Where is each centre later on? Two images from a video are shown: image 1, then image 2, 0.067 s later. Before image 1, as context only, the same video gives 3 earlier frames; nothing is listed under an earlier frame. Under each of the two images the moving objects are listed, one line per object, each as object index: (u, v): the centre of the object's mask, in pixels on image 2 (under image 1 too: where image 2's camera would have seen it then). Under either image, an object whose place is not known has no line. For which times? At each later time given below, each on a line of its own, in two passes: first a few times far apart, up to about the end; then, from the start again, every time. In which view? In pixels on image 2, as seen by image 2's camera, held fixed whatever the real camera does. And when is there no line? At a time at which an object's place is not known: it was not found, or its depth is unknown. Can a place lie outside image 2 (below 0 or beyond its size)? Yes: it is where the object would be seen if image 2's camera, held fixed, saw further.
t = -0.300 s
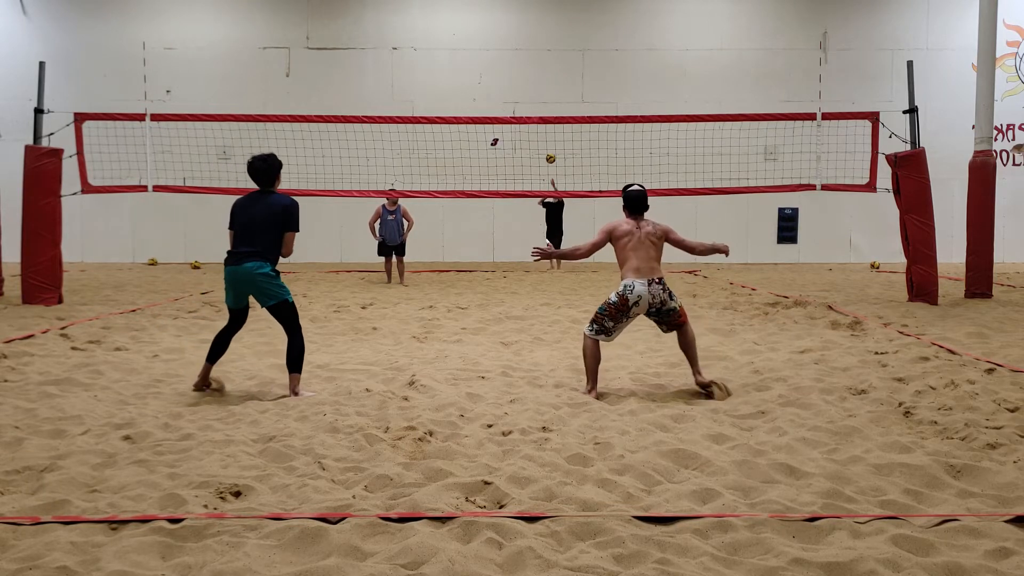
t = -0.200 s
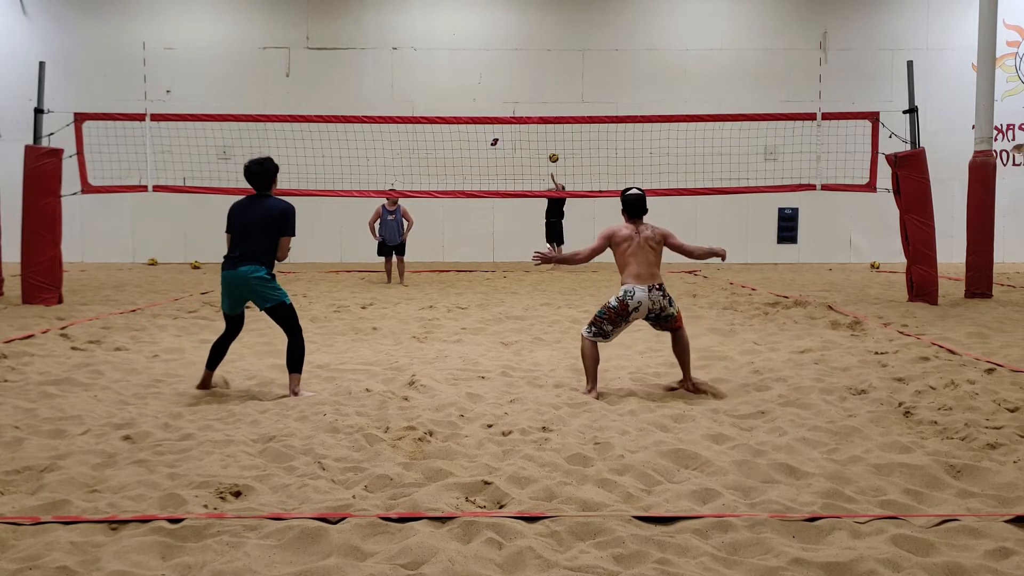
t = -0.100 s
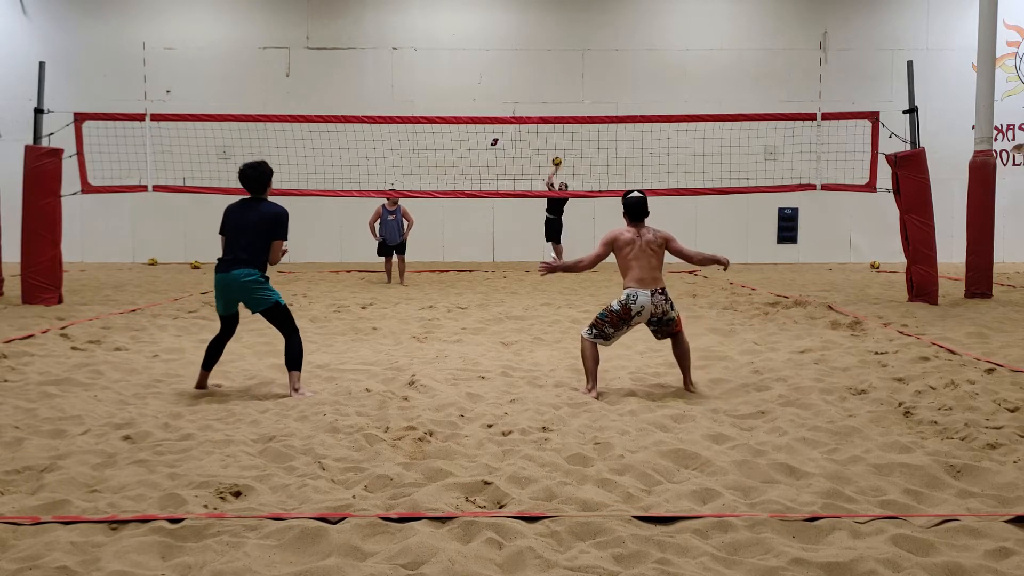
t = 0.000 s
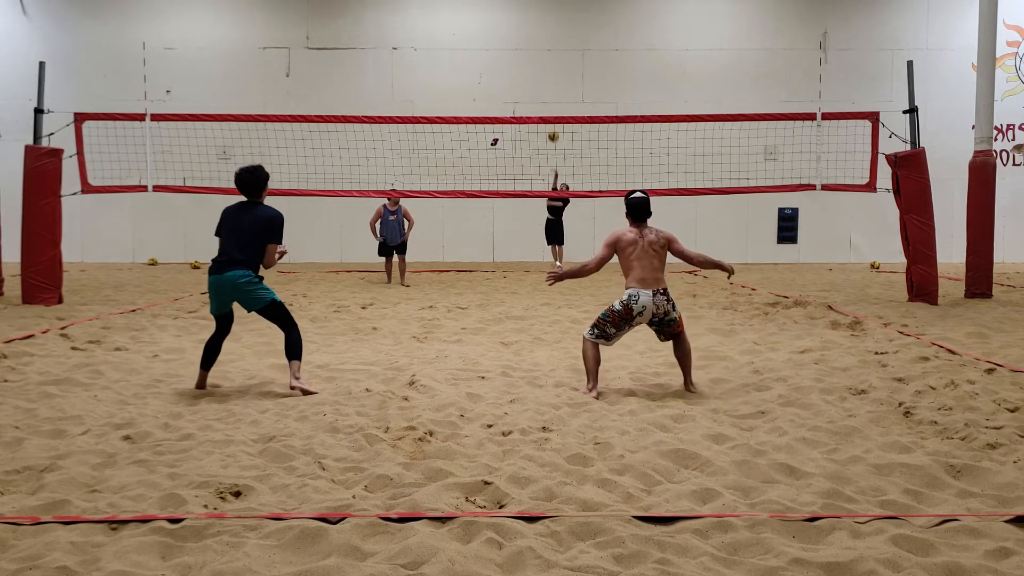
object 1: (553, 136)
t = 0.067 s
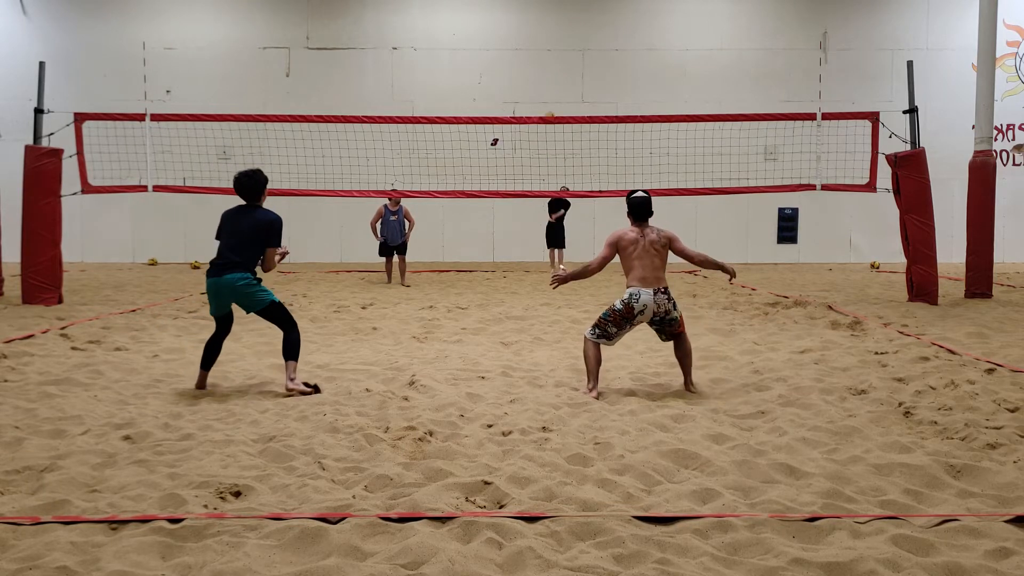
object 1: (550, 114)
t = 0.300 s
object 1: (537, 67)
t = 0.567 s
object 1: (514, 47)
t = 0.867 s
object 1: (477, 98)
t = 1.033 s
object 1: (450, 185)
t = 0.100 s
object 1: (548, 109)
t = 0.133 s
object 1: (547, 101)
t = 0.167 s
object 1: (545, 93)
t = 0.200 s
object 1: (543, 86)
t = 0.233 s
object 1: (541, 79)
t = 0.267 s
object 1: (539, 73)
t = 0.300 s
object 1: (537, 67)
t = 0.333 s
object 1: (535, 62)
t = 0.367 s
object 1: (532, 58)
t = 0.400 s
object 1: (530, 54)
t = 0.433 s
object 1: (527, 51)
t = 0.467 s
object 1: (524, 49)
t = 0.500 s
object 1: (521, 48)
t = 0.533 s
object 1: (517, 47)
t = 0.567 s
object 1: (514, 47)
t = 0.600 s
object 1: (511, 48)
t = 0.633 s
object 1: (507, 50)
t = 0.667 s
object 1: (503, 53)
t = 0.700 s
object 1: (499, 57)
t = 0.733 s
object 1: (494, 63)
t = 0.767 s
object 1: (490, 70)
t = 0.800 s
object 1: (486, 78)
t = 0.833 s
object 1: (481, 87)
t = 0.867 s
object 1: (477, 98)
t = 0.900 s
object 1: (472, 111)
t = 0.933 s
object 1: (467, 126)
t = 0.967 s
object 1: (462, 143)
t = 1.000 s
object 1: (456, 163)
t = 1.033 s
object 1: (450, 185)
